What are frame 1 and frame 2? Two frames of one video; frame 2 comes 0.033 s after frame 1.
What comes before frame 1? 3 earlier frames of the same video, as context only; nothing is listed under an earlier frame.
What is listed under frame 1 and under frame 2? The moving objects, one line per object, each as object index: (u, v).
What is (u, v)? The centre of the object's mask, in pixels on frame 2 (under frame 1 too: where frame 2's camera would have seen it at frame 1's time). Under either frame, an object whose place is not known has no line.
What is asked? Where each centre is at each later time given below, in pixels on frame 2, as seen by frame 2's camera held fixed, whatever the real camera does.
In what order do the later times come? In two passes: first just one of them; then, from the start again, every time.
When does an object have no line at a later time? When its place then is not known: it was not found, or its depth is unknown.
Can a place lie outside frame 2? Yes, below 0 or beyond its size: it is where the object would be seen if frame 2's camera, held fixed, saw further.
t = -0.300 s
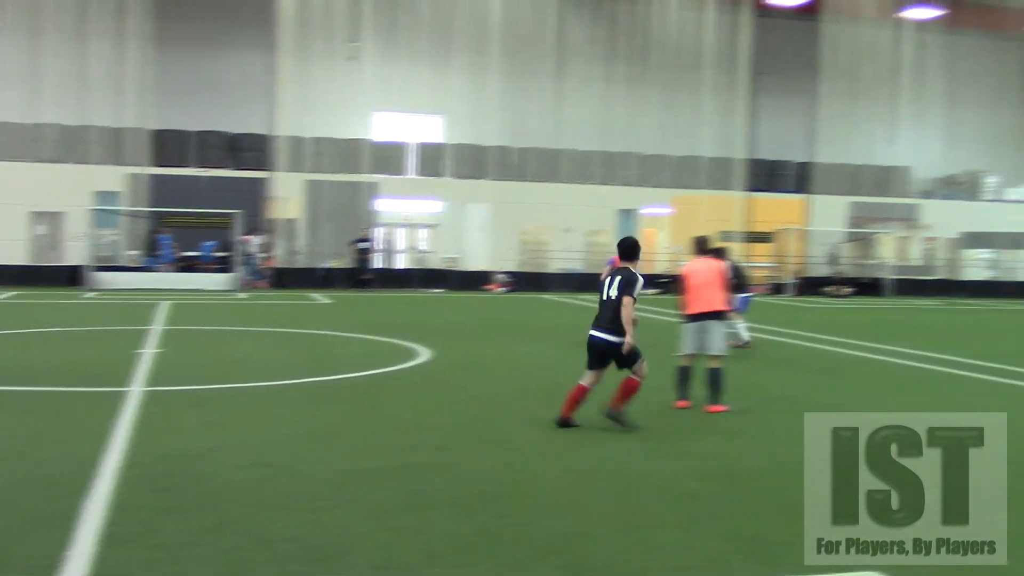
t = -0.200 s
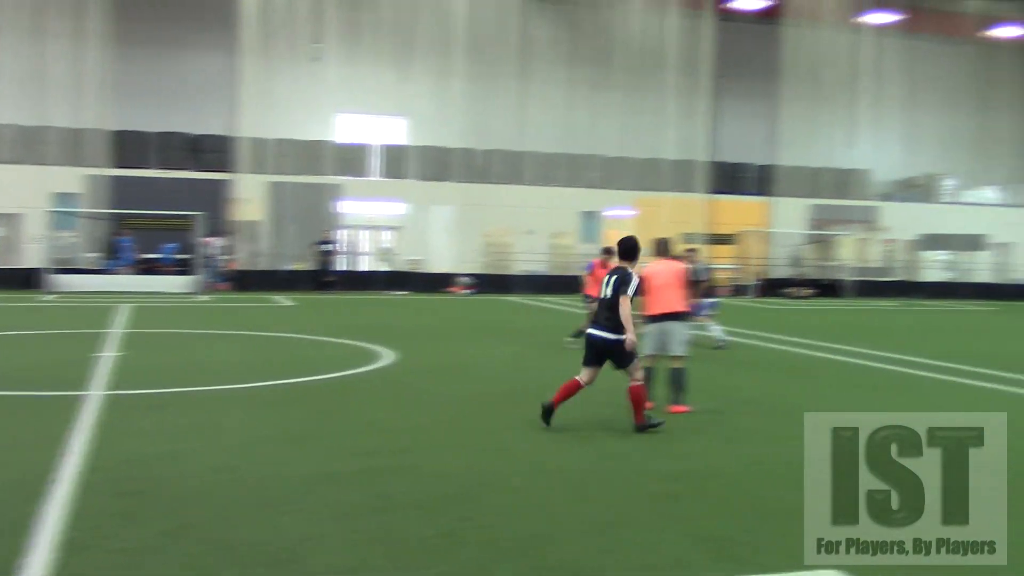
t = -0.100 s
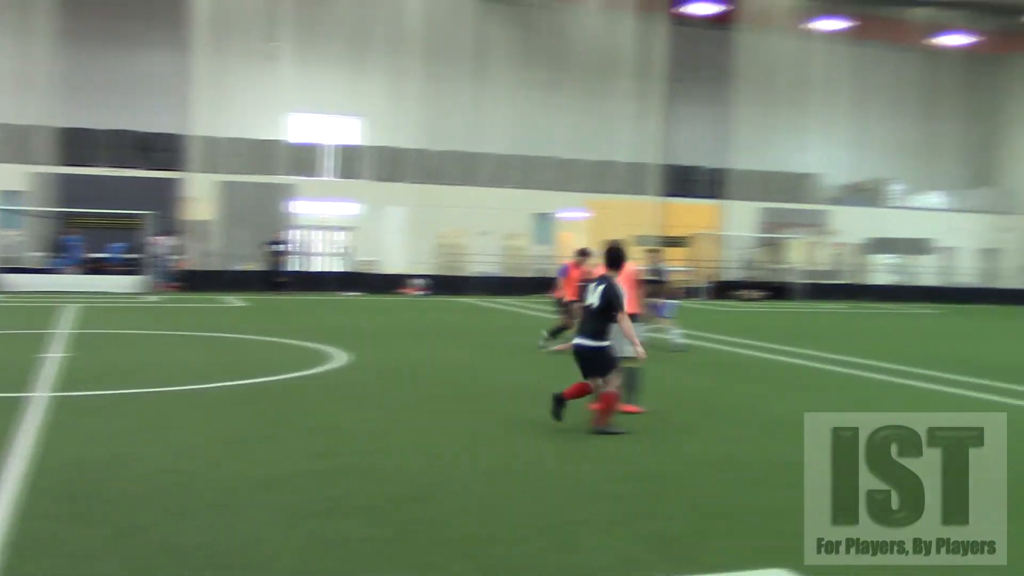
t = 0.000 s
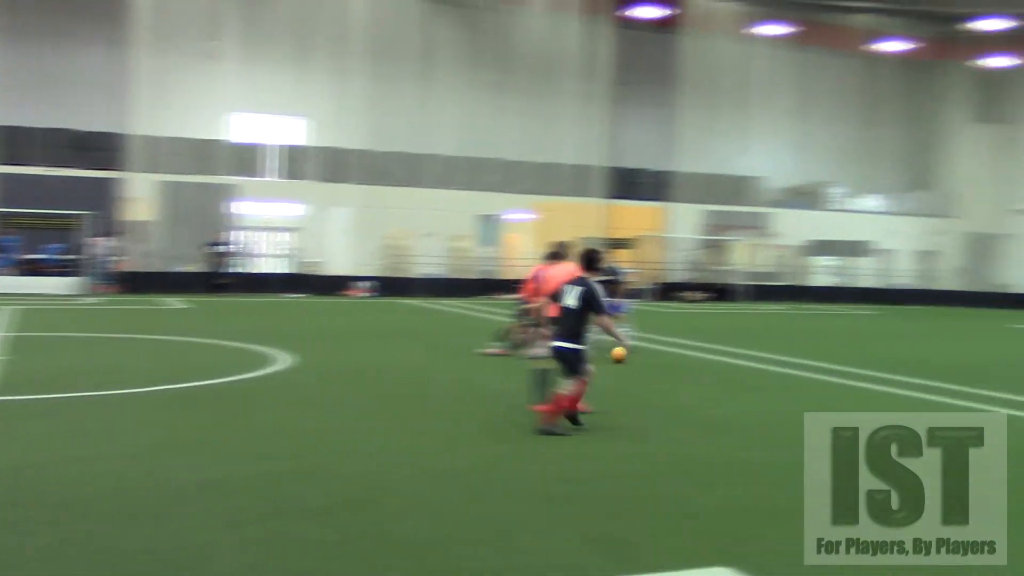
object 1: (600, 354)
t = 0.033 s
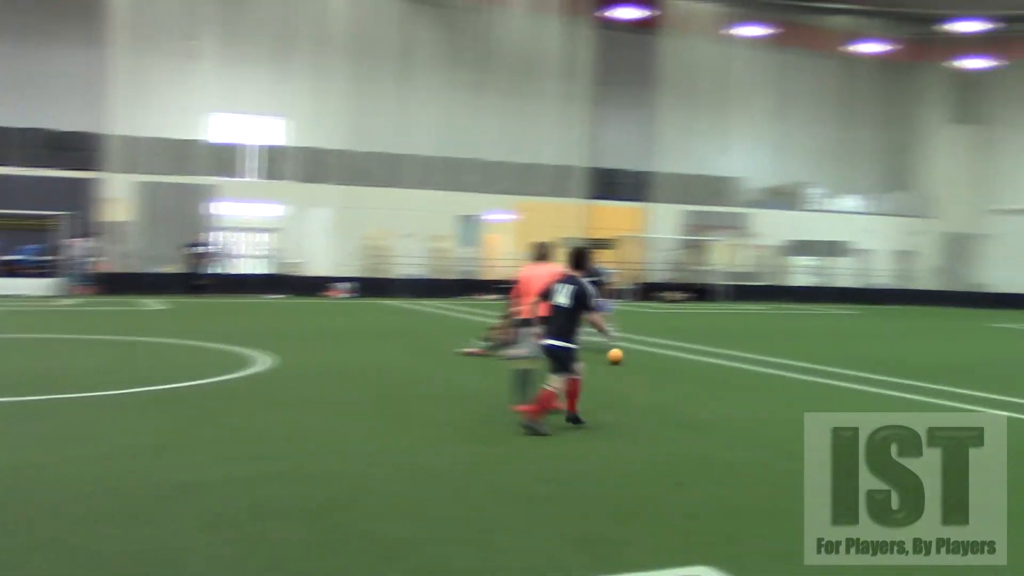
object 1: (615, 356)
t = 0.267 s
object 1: (712, 364)
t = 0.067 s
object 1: (630, 358)
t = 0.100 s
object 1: (644, 358)
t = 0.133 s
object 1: (657, 359)
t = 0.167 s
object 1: (671, 361)
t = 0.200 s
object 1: (686, 362)
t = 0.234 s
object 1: (698, 363)
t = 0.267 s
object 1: (712, 364)
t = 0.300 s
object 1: (726, 365)
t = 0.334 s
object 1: (740, 366)
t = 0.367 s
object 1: (753, 367)
